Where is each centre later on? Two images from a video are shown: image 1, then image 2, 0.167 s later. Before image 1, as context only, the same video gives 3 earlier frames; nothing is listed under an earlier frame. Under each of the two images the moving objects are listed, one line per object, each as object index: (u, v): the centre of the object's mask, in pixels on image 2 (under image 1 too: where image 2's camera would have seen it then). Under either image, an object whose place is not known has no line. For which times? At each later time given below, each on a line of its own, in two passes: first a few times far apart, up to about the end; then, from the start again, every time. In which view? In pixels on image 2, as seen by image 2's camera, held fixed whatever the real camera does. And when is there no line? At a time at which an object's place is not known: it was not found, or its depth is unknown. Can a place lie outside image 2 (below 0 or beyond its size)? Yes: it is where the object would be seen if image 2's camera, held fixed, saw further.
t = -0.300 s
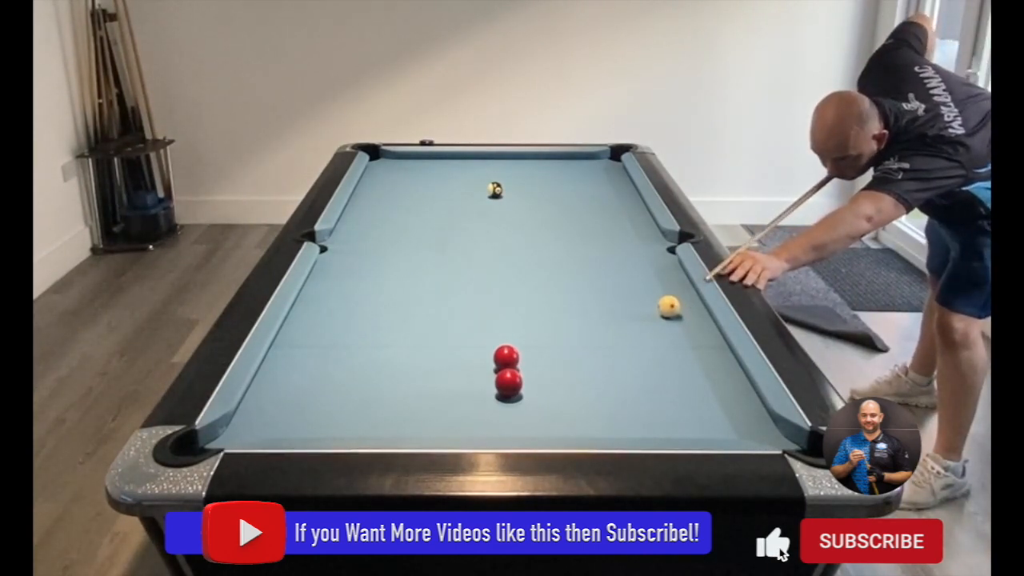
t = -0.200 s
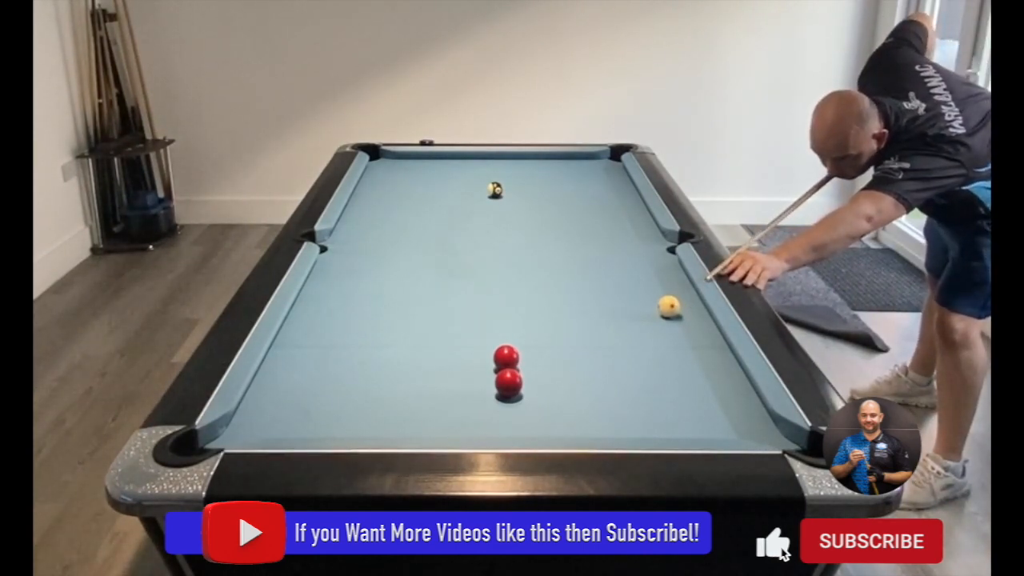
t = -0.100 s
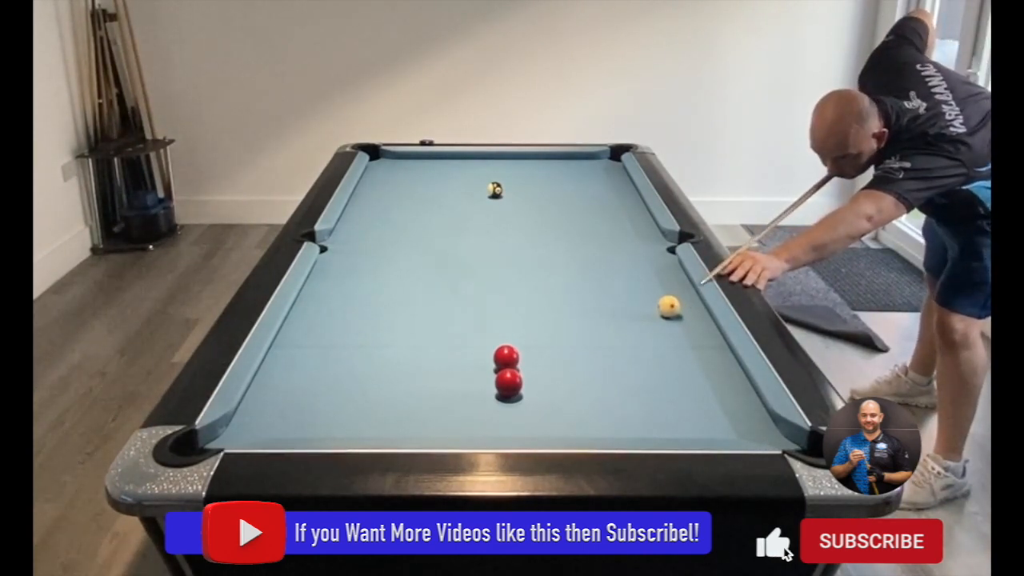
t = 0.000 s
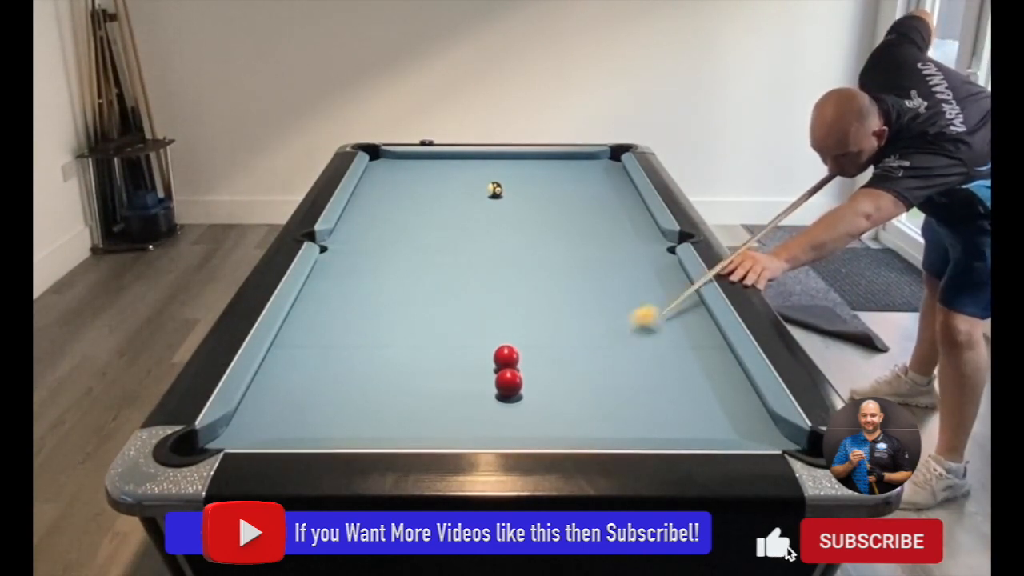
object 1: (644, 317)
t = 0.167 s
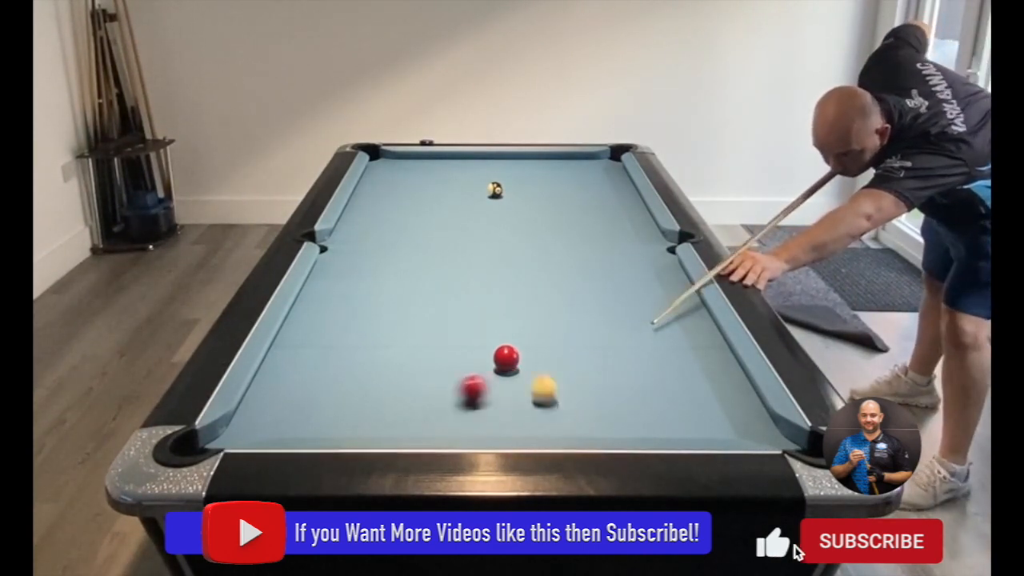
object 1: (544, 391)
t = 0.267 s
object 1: (567, 418)
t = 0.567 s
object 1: (613, 394)
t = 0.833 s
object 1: (642, 357)
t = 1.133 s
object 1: (670, 323)
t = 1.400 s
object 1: (690, 299)
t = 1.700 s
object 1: (664, 280)
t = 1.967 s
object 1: (642, 266)
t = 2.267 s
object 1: (622, 253)
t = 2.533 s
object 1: (607, 242)
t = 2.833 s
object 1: (593, 233)
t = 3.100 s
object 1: (583, 226)
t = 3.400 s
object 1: (573, 219)
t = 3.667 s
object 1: (566, 215)
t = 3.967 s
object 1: (560, 211)
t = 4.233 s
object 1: (556, 208)
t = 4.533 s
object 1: (552, 206)
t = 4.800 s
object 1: (551, 205)
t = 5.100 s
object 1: (551, 204)
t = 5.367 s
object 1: (551, 204)
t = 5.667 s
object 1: (551, 204)
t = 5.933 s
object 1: (551, 205)
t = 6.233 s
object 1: (551, 205)
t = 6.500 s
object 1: (551, 204)
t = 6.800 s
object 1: (551, 204)
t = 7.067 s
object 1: (551, 204)
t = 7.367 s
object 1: (551, 204)
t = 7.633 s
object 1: (551, 204)
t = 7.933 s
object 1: (551, 205)
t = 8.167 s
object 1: (551, 204)
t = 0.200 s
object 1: (553, 400)
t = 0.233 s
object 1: (560, 409)
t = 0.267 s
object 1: (567, 418)
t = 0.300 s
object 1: (574, 423)
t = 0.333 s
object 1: (581, 427)
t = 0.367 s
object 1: (586, 425)
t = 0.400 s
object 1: (591, 422)
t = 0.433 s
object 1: (596, 418)
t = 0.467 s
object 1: (600, 411)
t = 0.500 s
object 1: (604, 405)
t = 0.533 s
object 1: (609, 400)
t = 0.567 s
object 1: (613, 394)
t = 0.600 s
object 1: (617, 389)
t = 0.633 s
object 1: (621, 384)
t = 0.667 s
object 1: (625, 379)
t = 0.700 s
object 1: (628, 374)
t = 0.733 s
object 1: (632, 370)
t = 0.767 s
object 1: (636, 366)
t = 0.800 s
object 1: (639, 361)
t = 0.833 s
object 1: (642, 357)
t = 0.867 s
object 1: (646, 353)
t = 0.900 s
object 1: (649, 349)
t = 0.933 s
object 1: (653, 345)
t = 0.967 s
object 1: (655, 341)
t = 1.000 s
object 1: (658, 337)
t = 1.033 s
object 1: (661, 334)
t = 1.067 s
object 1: (664, 330)
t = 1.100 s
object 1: (667, 327)
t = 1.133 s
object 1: (670, 323)
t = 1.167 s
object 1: (673, 321)
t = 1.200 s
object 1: (676, 318)
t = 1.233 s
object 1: (678, 315)
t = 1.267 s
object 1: (680, 312)
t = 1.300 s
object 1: (683, 309)
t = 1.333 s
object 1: (685, 306)
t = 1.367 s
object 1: (688, 303)
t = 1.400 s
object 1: (690, 299)
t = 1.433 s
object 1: (690, 297)
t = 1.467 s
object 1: (686, 295)
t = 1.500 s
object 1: (682, 292)
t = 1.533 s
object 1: (680, 291)
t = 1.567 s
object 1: (676, 288)
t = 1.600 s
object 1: (673, 286)
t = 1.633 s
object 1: (670, 284)
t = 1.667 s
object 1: (667, 282)
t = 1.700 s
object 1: (664, 280)
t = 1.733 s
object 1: (661, 278)
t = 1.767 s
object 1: (658, 276)
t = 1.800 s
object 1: (655, 275)
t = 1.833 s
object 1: (653, 273)
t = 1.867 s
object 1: (650, 271)
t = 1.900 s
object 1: (648, 269)
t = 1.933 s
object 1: (645, 268)
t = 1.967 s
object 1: (642, 266)
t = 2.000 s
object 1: (640, 264)
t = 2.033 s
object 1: (637, 263)
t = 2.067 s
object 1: (635, 261)
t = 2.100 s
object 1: (633, 260)
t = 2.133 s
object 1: (630, 258)
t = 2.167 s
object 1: (628, 257)
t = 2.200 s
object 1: (626, 255)
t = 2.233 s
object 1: (624, 254)
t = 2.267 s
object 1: (622, 253)
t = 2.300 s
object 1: (620, 251)
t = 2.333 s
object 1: (618, 250)
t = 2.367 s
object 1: (616, 248)
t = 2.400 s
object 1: (614, 247)
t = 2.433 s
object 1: (612, 246)
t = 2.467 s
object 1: (611, 245)
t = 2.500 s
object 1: (609, 243)
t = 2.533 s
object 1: (607, 242)
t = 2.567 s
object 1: (605, 241)
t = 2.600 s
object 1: (604, 240)
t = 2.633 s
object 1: (602, 239)
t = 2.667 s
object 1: (600, 238)
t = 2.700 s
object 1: (599, 237)
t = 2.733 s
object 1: (597, 236)
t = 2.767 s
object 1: (596, 235)
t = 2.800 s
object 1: (594, 234)
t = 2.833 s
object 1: (593, 233)
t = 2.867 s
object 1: (592, 232)
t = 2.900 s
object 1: (590, 231)
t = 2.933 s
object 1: (589, 230)
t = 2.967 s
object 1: (588, 229)
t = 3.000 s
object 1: (586, 228)
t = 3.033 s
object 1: (586, 228)
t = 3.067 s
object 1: (584, 227)
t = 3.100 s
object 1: (583, 226)
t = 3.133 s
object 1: (582, 225)
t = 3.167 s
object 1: (581, 224)
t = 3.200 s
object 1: (579, 223)
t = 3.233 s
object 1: (578, 223)
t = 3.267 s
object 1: (577, 222)
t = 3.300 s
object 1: (576, 221)
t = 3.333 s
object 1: (575, 221)
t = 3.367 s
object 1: (574, 220)
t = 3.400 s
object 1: (573, 219)
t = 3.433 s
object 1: (572, 219)
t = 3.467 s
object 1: (571, 218)
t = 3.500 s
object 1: (570, 217)
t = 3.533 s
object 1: (569, 216)
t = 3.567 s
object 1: (569, 216)
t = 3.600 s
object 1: (568, 216)
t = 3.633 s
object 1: (567, 215)
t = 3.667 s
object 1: (566, 215)
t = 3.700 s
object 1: (565, 214)
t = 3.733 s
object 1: (565, 214)
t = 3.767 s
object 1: (564, 213)
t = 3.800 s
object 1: (563, 213)
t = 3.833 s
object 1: (563, 212)
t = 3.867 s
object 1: (562, 212)
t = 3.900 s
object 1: (561, 211)
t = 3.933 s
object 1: (561, 211)
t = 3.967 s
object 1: (560, 211)
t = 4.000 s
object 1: (559, 210)
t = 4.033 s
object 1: (559, 210)
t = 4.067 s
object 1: (558, 210)
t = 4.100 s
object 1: (558, 209)
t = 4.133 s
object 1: (557, 209)
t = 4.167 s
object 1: (557, 209)
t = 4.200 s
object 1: (557, 208)
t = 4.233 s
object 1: (556, 208)
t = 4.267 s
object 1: (556, 208)
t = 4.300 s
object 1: (555, 207)
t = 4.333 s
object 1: (555, 207)
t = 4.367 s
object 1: (554, 207)
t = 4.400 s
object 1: (554, 207)
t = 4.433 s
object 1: (553, 206)
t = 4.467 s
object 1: (553, 206)
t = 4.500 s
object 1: (553, 206)
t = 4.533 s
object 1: (552, 206)
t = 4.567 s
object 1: (552, 206)
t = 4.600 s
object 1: (552, 205)
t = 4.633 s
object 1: (552, 205)
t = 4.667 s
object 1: (551, 205)
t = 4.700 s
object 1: (551, 205)
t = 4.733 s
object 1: (551, 205)
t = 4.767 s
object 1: (551, 205)
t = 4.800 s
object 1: (551, 205)
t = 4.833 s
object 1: (551, 205)
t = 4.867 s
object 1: (551, 205)
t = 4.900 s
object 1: (551, 205)
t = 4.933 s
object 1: (551, 205)
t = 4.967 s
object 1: (551, 204)
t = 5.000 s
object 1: (551, 204)
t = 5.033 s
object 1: (551, 204)
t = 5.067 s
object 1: (551, 204)
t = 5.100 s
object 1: (551, 204)
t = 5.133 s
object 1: (551, 204)
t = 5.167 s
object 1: (551, 204)
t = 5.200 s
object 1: (551, 204)
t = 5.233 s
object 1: (551, 204)
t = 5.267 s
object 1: (551, 204)
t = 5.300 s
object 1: (551, 204)
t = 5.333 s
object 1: (551, 204)
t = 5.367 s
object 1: (551, 204)
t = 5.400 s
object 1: (551, 204)
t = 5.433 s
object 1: (551, 204)
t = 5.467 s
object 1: (551, 204)
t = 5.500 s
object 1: (551, 204)
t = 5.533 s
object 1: (551, 204)
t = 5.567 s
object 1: (551, 204)
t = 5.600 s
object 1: (551, 204)
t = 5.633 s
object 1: (551, 204)
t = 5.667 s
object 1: (551, 204)
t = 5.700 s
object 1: (551, 204)
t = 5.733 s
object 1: (551, 204)
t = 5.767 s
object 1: (551, 204)
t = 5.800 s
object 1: (551, 204)
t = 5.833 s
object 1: (551, 205)
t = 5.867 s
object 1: (551, 205)
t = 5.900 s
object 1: (551, 205)
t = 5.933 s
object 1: (551, 205)
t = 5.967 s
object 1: (551, 205)
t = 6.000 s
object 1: (551, 205)
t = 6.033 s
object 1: (551, 205)
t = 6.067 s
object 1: (551, 204)
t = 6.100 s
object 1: (551, 204)
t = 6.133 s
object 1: (551, 205)
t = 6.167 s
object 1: (551, 204)
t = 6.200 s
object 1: (551, 205)
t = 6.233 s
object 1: (551, 205)
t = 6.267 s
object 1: (551, 205)
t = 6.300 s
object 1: (551, 205)
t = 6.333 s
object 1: (551, 205)
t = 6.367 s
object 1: (551, 205)
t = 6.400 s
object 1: (551, 205)
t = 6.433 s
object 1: (551, 205)
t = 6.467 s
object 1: (551, 205)
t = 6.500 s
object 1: (551, 204)
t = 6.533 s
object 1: (551, 205)
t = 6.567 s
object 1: (551, 204)
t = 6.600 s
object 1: (551, 204)
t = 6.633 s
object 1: (551, 204)
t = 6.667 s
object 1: (551, 205)
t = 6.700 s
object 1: (551, 204)
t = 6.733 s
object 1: (551, 204)
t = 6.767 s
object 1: (551, 205)
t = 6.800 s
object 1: (551, 204)
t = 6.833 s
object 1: (551, 204)
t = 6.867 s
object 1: (551, 205)
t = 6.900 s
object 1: (551, 205)
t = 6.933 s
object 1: (551, 205)
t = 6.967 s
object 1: (551, 204)
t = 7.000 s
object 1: (551, 204)
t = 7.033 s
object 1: (551, 204)
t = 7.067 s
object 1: (551, 204)
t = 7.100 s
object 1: (551, 205)
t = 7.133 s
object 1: (551, 205)
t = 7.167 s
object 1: (551, 204)
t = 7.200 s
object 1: (551, 204)
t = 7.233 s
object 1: (551, 204)
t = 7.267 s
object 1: (551, 204)
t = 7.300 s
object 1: (551, 204)
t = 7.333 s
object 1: (551, 204)
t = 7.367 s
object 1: (551, 204)
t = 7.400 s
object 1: (551, 204)
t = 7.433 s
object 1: (551, 204)
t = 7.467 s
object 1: (551, 204)
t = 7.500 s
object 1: (551, 204)
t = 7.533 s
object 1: (551, 204)
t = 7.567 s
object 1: (551, 204)
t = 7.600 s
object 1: (551, 204)
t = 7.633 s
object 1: (551, 204)
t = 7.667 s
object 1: (551, 204)
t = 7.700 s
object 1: (551, 204)
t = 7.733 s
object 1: (551, 204)
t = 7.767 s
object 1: (551, 204)
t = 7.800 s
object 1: (551, 204)
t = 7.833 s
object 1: (551, 204)
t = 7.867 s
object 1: (551, 205)
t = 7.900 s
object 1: (551, 204)
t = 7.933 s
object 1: (551, 205)
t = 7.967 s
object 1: (551, 204)
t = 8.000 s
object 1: (551, 204)
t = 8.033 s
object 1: (551, 205)
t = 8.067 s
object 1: (551, 205)
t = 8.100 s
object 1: (551, 205)
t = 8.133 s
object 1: (551, 205)
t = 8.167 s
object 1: (551, 204)
